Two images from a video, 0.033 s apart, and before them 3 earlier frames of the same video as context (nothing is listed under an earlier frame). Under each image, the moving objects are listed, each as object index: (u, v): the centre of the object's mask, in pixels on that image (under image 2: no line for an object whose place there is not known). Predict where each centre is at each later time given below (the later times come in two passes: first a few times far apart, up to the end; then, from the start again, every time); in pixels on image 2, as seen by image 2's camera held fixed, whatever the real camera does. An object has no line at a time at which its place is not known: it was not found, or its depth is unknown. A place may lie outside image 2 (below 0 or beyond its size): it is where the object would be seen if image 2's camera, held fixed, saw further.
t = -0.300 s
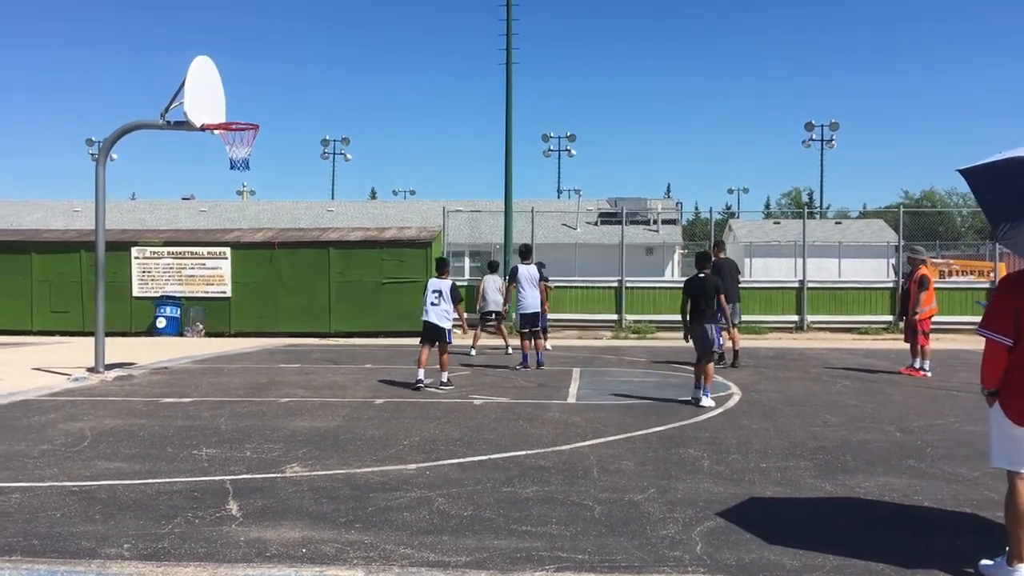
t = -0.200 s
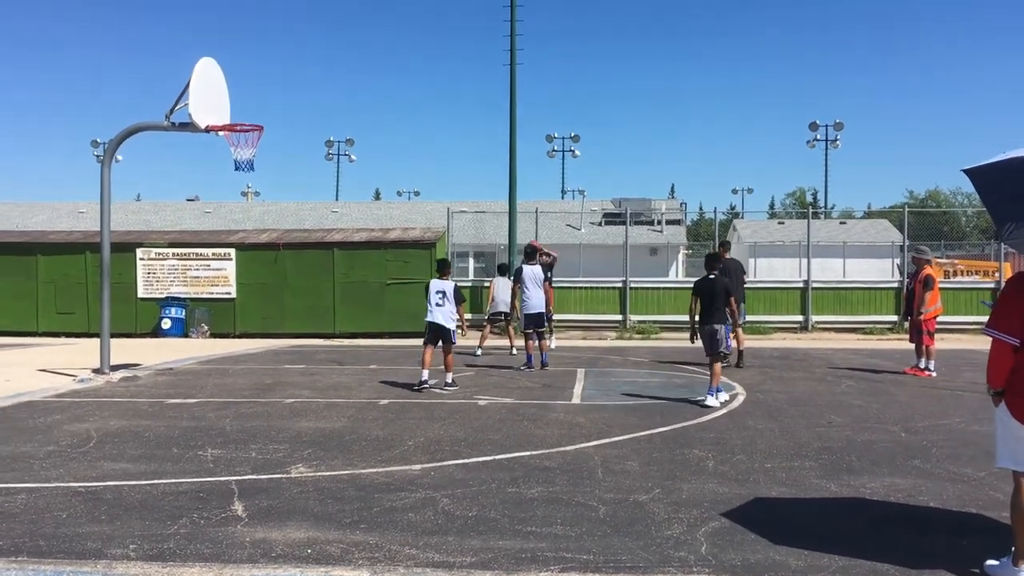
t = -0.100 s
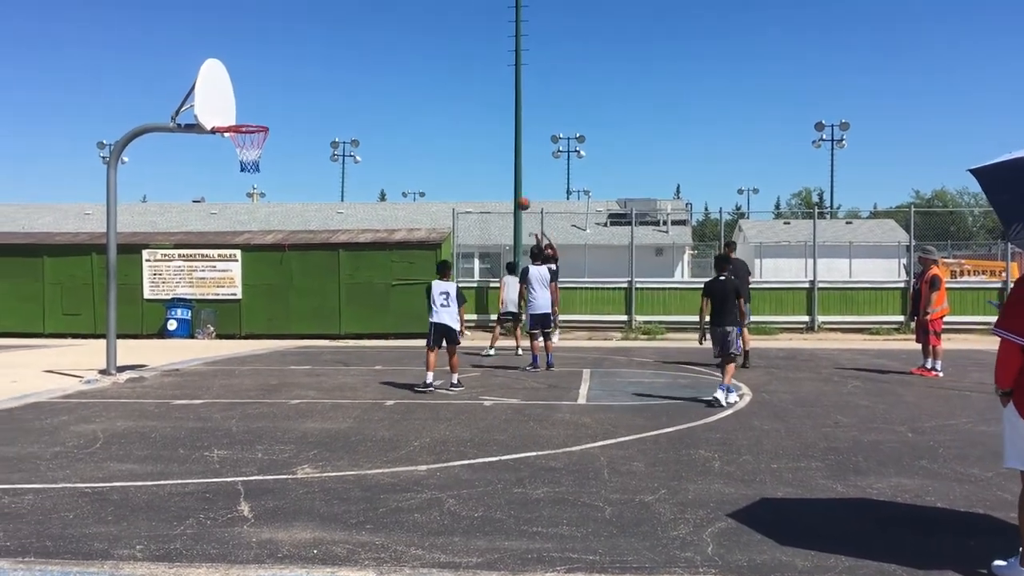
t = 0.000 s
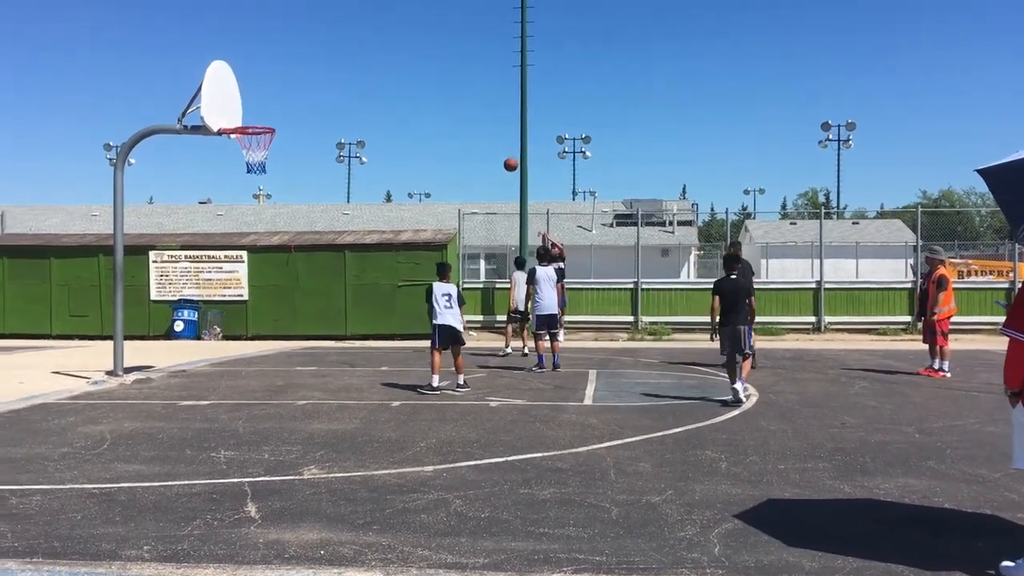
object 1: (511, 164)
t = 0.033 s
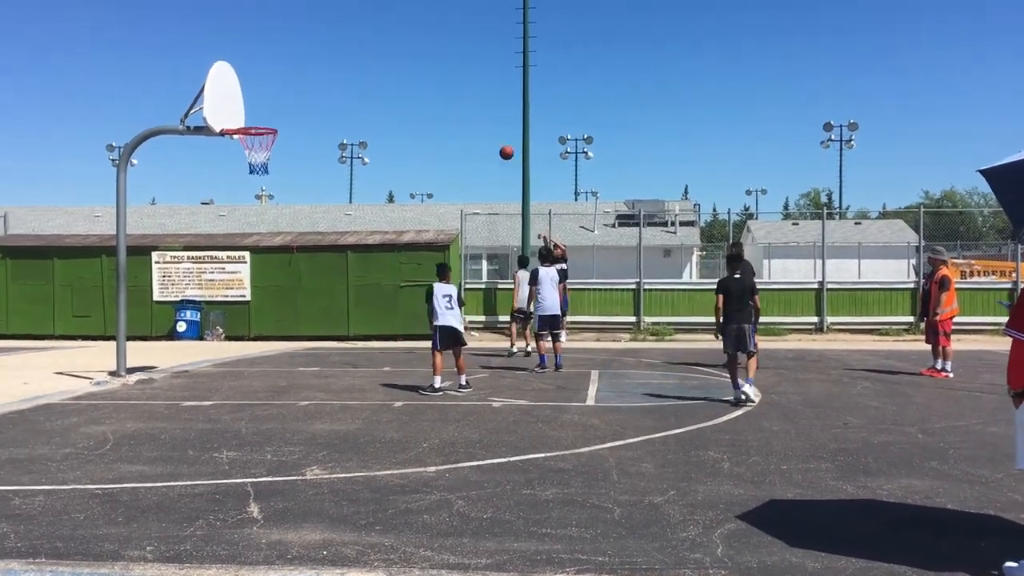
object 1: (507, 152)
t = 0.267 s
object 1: (464, 83)
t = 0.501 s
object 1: (415, 44)
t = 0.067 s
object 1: (501, 141)
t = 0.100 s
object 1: (495, 130)
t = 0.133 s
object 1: (489, 119)
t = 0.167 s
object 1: (483, 109)
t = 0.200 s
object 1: (476, 100)
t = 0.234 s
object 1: (470, 91)
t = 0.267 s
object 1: (464, 83)
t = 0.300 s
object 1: (457, 76)
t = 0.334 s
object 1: (450, 69)
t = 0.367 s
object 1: (444, 62)
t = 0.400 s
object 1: (437, 56)
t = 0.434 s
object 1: (430, 52)
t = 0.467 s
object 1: (423, 47)
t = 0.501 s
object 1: (415, 44)
